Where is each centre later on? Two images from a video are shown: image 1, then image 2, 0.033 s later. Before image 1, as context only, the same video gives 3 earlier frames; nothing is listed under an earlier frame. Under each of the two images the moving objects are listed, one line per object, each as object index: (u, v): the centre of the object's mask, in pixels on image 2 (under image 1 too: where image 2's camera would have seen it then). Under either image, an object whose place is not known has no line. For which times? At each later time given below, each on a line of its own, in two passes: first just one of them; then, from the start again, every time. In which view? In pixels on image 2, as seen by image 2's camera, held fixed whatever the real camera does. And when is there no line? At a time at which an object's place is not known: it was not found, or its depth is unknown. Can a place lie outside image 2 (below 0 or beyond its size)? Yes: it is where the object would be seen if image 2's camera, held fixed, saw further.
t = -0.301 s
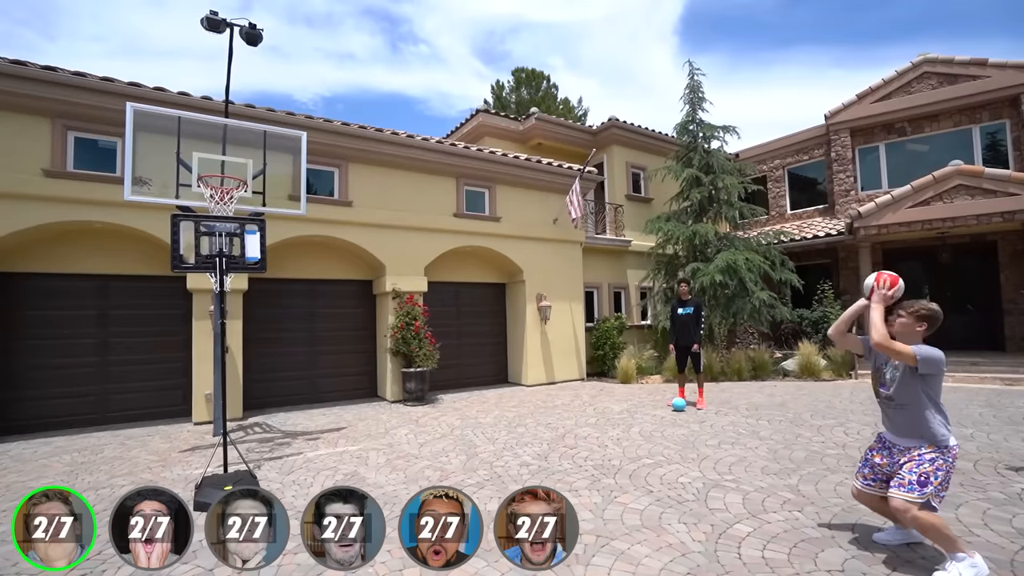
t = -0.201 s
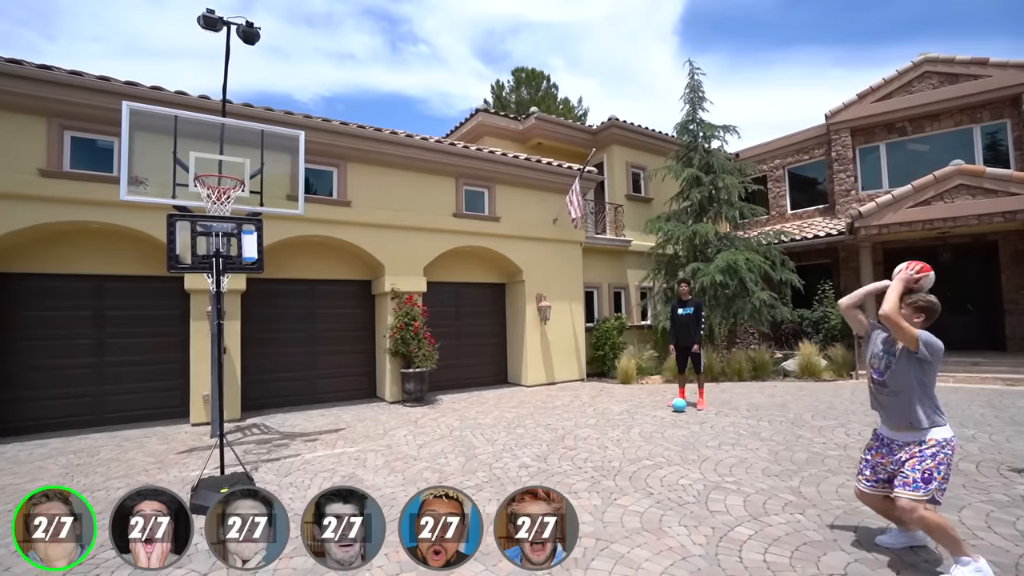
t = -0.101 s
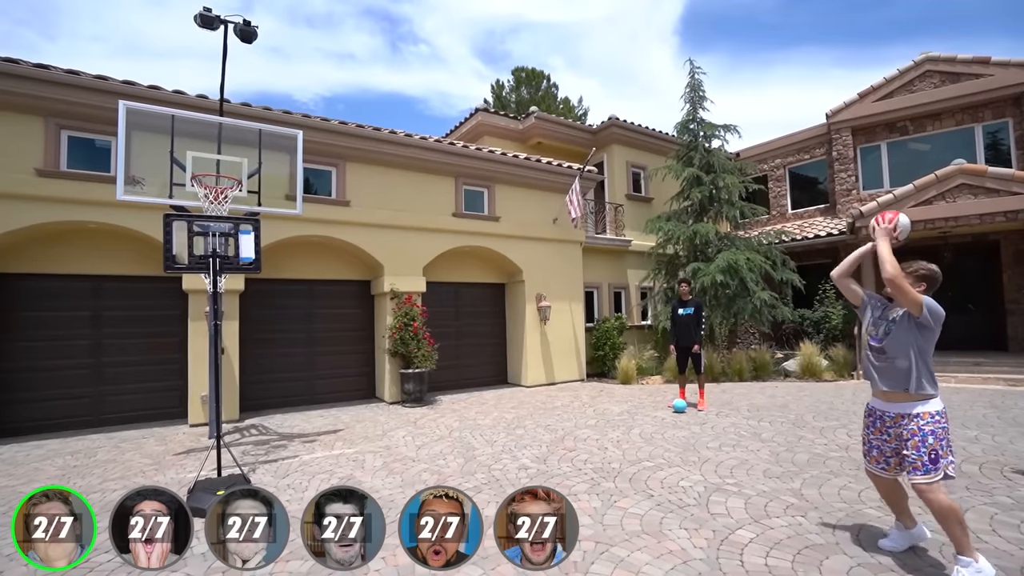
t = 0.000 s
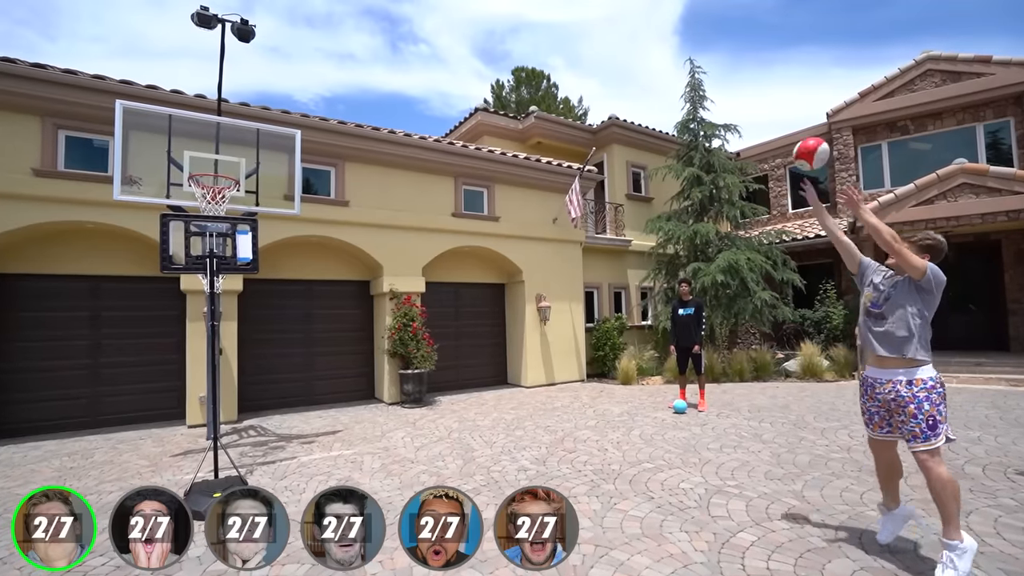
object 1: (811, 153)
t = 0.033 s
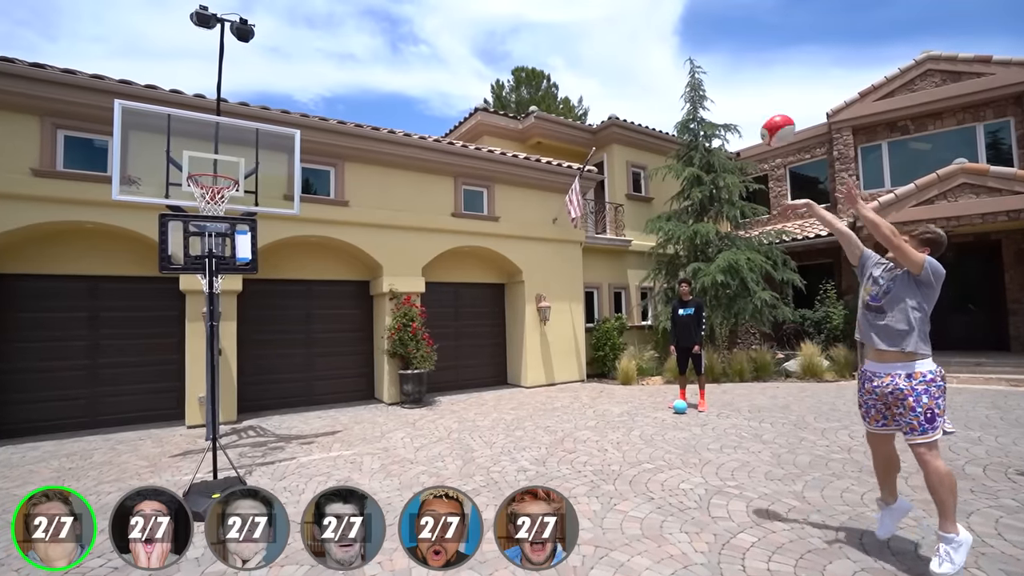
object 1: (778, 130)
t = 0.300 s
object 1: (557, 30)
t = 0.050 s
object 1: (762, 120)
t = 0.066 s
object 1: (746, 110)
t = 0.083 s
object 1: (730, 101)
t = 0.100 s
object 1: (716, 93)
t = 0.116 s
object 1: (700, 84)
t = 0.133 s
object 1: (686, 76)
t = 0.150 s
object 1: (671, 70)
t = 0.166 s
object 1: (658, 65)
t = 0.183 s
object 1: (644, 59)
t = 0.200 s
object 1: (631, 53)
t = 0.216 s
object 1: (618, 49)
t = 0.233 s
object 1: (606, 44)
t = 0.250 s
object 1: (593, 40)
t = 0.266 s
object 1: (580, 37)
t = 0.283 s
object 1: (568, 34)
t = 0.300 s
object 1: (557, 30)
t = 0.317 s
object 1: (545, 27)
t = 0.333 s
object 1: (534, 25)
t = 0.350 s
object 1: (523, 24)
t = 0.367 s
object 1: (513, 23)
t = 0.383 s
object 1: (502, 22)
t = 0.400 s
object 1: (492, 22)
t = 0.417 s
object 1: (482, 22)
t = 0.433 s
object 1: (472, 22)
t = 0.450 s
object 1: (462, 23)
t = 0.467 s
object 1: (453, 24)
